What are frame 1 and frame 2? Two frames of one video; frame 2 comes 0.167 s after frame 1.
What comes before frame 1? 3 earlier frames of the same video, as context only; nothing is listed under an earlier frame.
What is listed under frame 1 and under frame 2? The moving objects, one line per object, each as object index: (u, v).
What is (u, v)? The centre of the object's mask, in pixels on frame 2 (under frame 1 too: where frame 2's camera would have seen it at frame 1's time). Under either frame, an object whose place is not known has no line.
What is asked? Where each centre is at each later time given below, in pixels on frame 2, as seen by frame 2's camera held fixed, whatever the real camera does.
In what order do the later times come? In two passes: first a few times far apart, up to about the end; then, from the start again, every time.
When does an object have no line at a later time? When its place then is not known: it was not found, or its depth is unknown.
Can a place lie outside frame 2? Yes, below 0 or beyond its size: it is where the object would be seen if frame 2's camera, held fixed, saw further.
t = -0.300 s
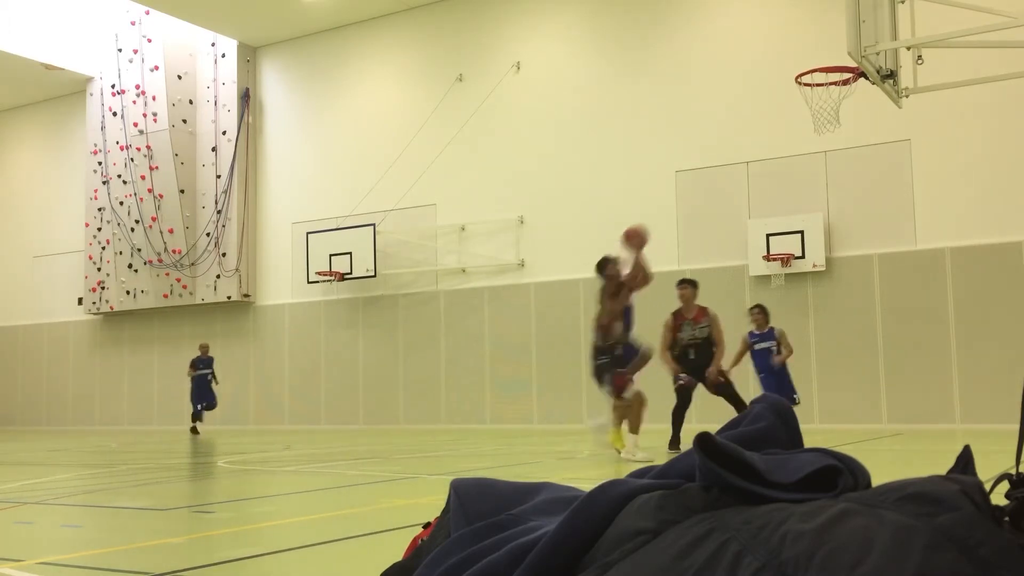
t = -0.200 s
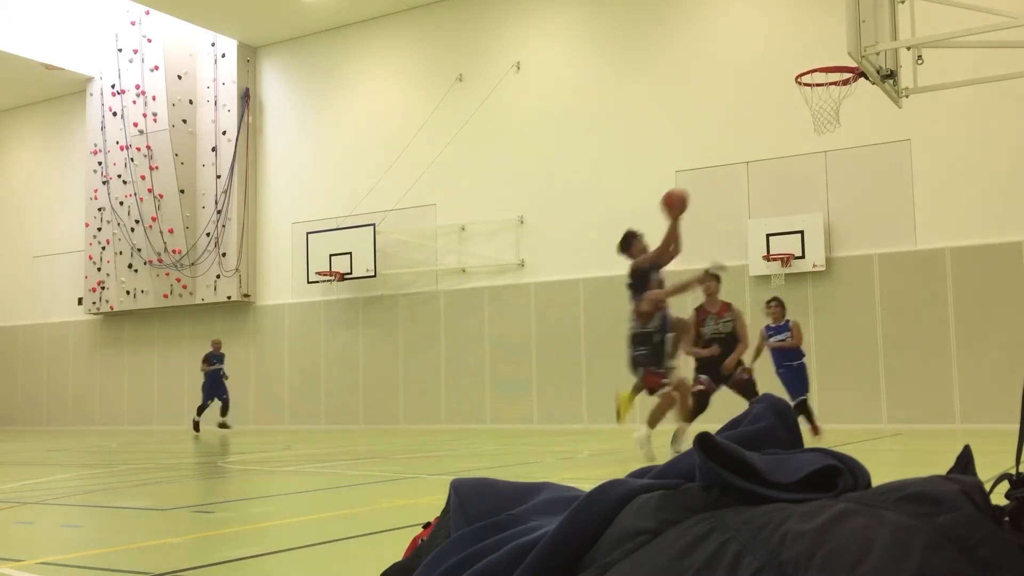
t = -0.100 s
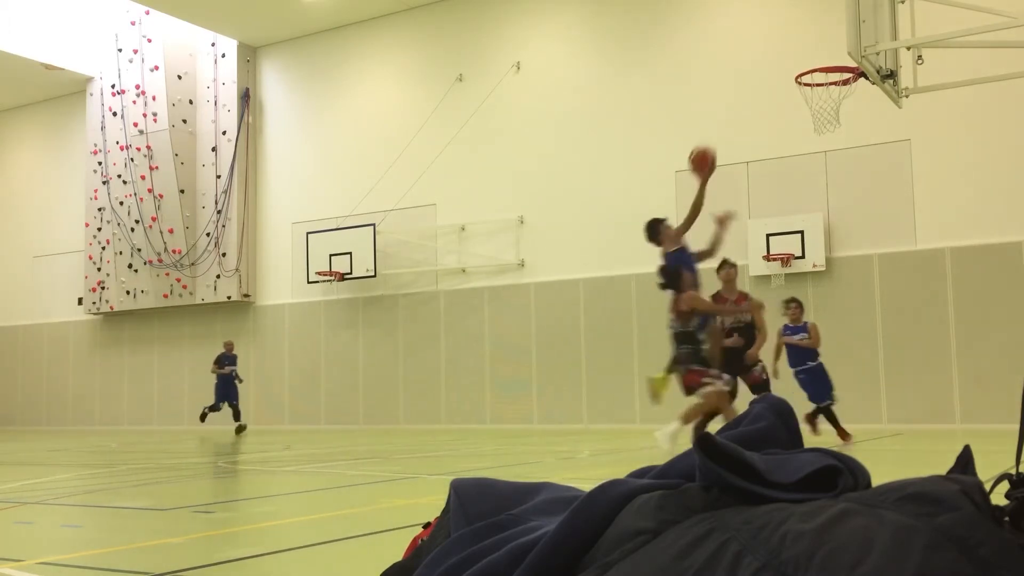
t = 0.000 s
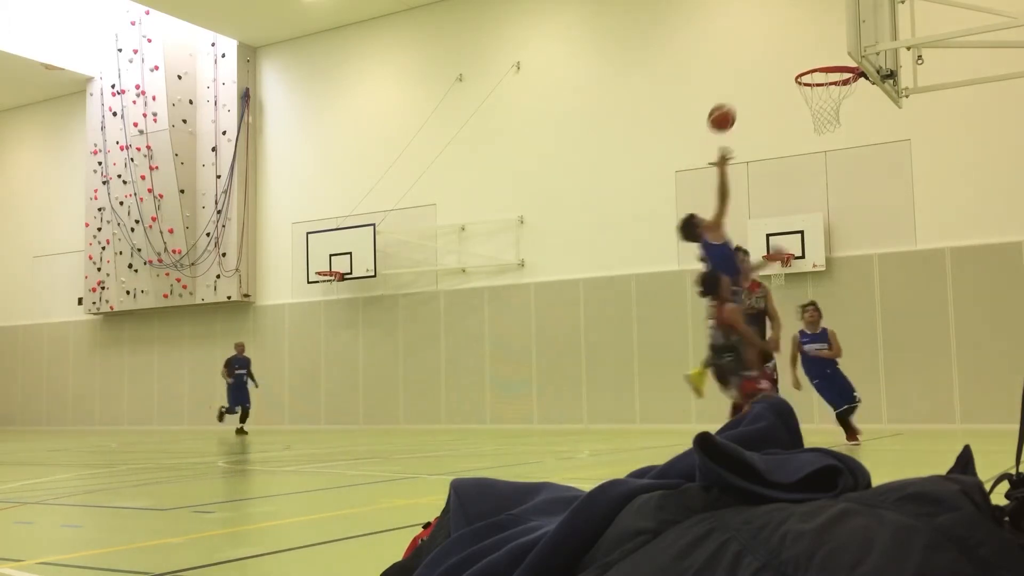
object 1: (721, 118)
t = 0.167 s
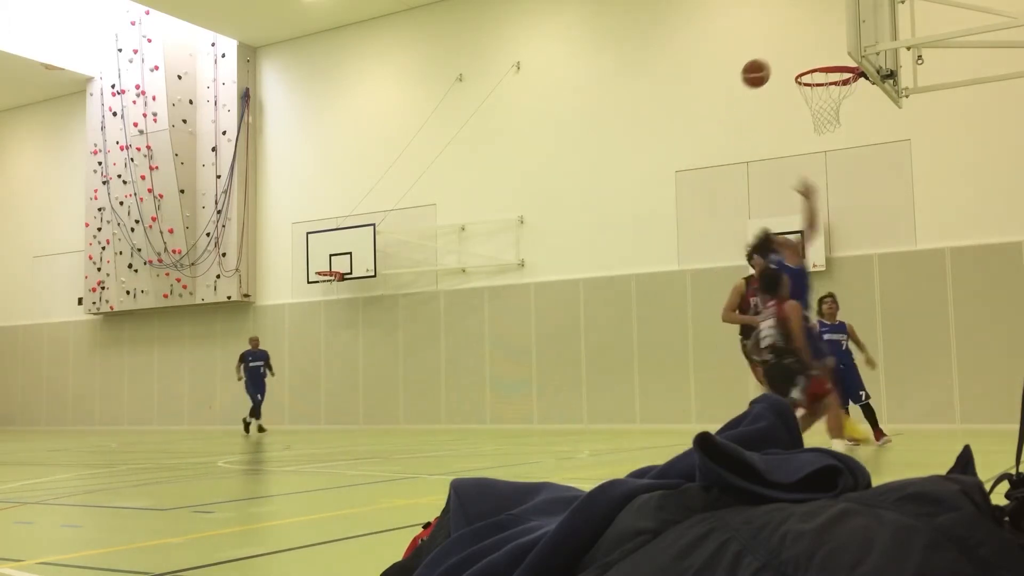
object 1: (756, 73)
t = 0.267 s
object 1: (777, 61)
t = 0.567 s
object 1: (843, 90)
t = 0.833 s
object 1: (838, 104)
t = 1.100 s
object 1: (806, 154)
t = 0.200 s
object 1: (763, 68)
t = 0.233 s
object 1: (770, 64)
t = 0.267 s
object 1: (777, 61)
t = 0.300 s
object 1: (784, 60)
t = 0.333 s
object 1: (792, 60)
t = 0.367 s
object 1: (799, 61)
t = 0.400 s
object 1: (807, 63)
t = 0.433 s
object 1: (814, 67)
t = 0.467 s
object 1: (823, 71)
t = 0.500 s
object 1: (829, 77)
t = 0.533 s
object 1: (836, 85)
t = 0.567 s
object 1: (843, 90)
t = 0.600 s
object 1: (848, 94)
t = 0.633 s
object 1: (851, 96)
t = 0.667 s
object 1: (853, 96)
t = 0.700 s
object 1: (852, 96)
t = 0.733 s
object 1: (849, 97)
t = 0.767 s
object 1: (846, 99)
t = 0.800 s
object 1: (843, 101)
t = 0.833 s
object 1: (838, 104)
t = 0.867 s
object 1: (833, 107)
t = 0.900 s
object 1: (829, 112)
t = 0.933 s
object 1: (825, 116)
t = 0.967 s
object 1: (821, 121)
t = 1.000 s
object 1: (817, 128)
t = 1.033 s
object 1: (813, 135)
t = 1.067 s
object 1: (809, 144)
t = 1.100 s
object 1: (806, 154)
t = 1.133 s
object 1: (802, 166)
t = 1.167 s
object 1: (799, 178)
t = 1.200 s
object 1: (796, 192)
